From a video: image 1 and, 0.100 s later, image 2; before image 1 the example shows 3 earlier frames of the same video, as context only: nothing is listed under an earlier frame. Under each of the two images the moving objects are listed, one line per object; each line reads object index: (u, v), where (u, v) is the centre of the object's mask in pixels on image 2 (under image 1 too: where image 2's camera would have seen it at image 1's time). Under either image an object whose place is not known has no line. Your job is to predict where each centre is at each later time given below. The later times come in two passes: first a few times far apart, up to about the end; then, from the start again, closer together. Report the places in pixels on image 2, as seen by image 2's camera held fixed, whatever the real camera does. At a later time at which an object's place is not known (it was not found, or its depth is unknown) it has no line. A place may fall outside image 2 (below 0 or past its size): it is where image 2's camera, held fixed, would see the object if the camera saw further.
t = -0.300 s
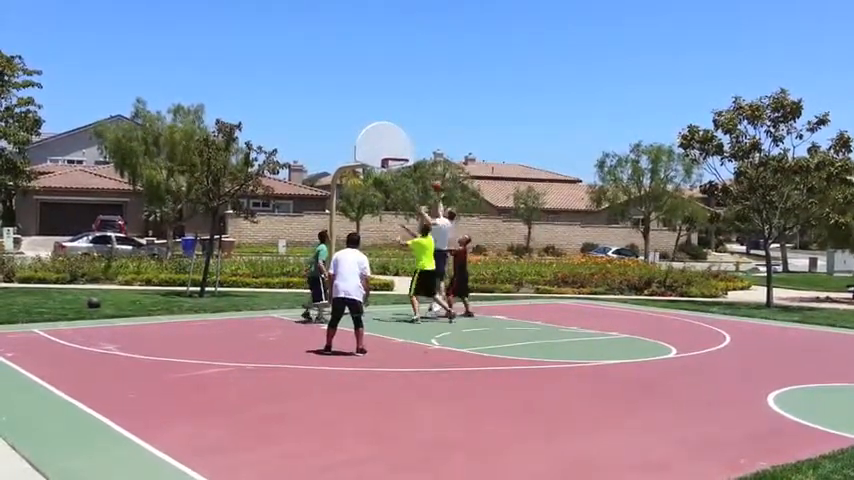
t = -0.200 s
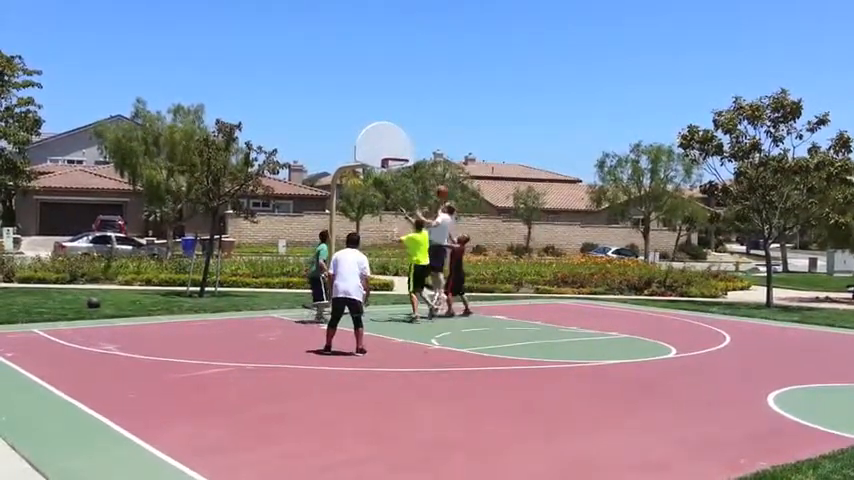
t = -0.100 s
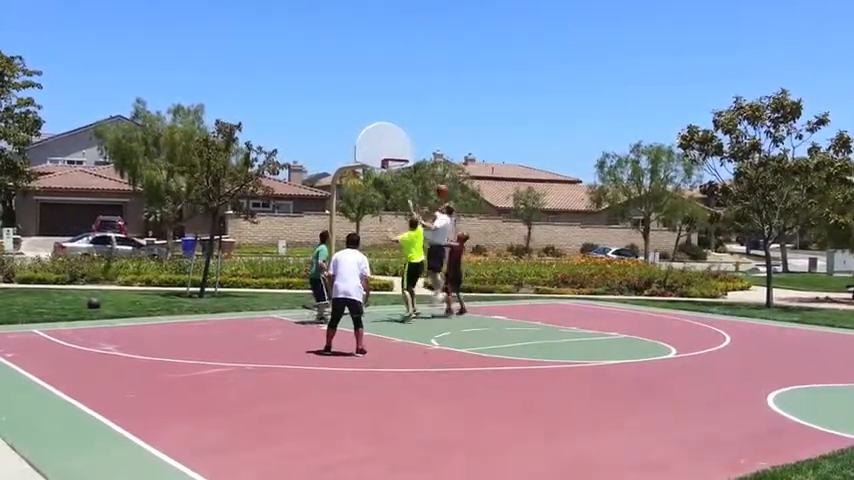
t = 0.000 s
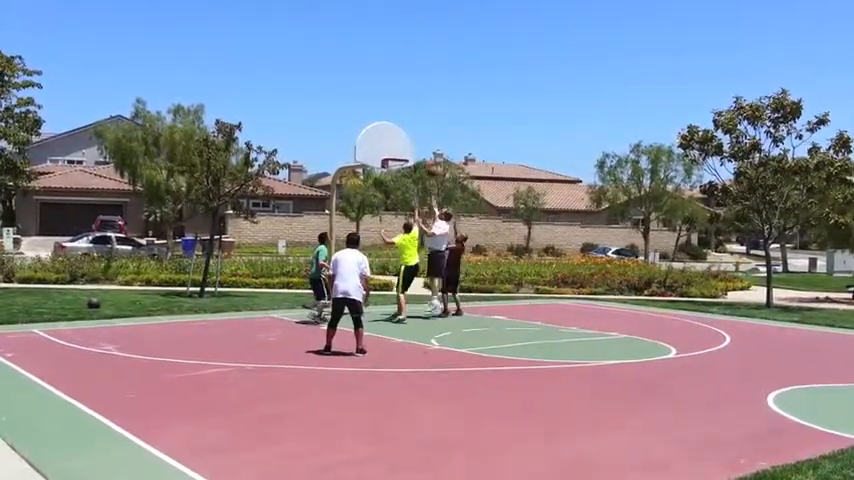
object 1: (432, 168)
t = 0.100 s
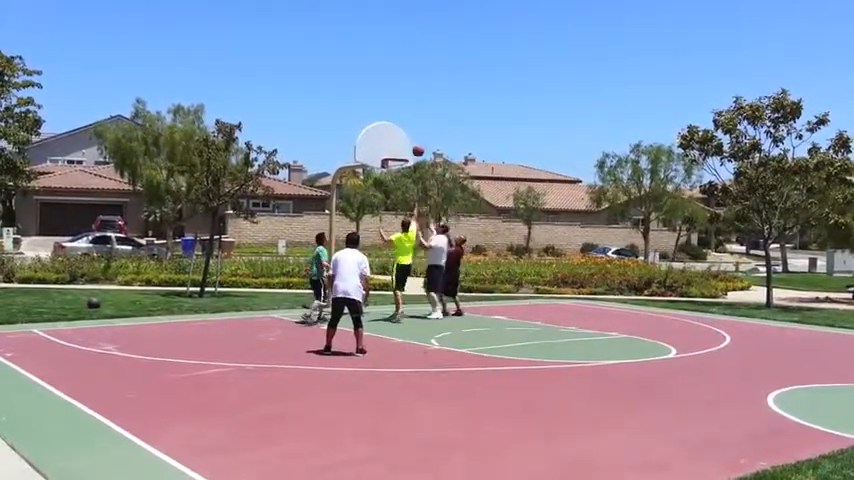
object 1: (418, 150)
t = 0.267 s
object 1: (408, 139)
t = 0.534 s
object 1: (407, 152)
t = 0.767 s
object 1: (406, 144)
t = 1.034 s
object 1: (405, 150)
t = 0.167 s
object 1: (414, 146)
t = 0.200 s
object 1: (410, 142)
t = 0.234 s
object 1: (408, 140)
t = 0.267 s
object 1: (408, 139)
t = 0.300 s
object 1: (408, 139)
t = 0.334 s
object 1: (408, 139)
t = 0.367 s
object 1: (408, 140)
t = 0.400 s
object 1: (408, 141)
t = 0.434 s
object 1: (408, 144)
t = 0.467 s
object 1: (408, 146)
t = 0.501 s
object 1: (407, 149)
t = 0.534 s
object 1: (407, 152)
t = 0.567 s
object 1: (407, 150)
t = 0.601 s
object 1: (407, 147)
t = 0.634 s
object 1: (407, 146)
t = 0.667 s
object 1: (406, 145)
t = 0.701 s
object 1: (406, 144)
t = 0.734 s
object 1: (406, 144)
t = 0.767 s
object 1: (406, 144)
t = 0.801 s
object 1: (405, 146)
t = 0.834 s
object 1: (404, 147)
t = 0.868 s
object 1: (404, 149)
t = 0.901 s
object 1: (404, 152)
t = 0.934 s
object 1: (404, 150)
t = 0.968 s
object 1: (405, 149)
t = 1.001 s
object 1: (405, 149)
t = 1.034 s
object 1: (405, 150)
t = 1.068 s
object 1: (406, 150)
